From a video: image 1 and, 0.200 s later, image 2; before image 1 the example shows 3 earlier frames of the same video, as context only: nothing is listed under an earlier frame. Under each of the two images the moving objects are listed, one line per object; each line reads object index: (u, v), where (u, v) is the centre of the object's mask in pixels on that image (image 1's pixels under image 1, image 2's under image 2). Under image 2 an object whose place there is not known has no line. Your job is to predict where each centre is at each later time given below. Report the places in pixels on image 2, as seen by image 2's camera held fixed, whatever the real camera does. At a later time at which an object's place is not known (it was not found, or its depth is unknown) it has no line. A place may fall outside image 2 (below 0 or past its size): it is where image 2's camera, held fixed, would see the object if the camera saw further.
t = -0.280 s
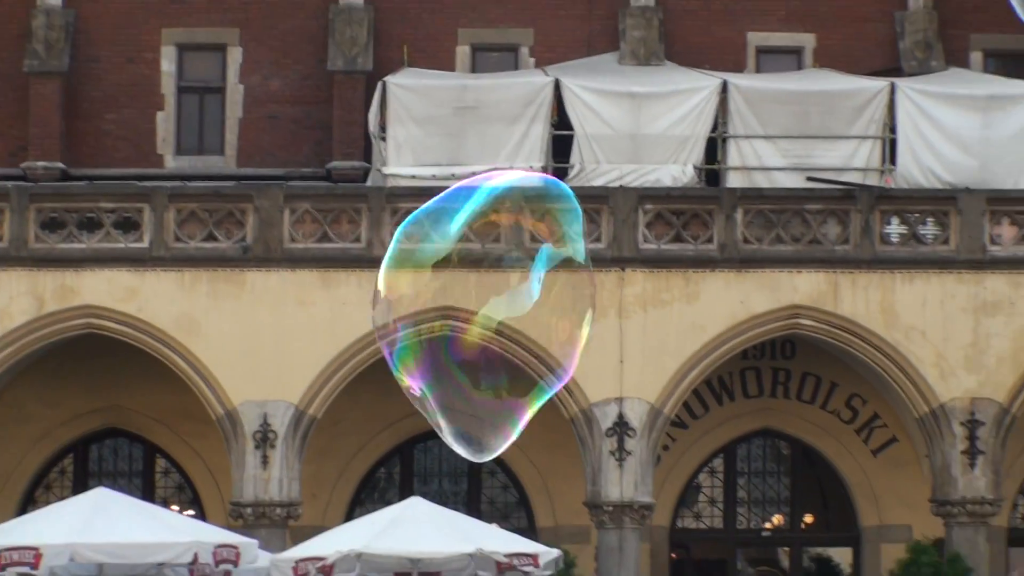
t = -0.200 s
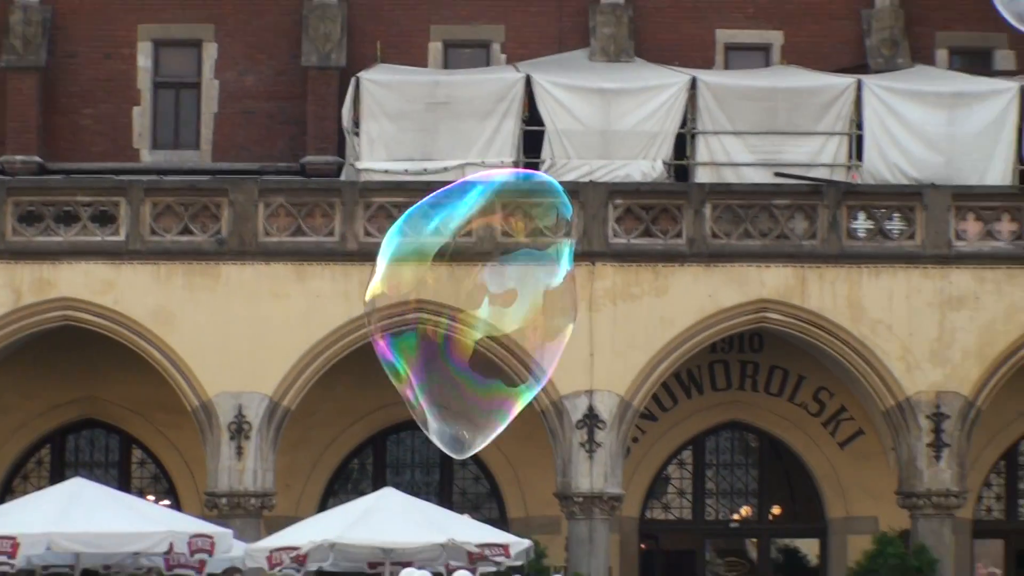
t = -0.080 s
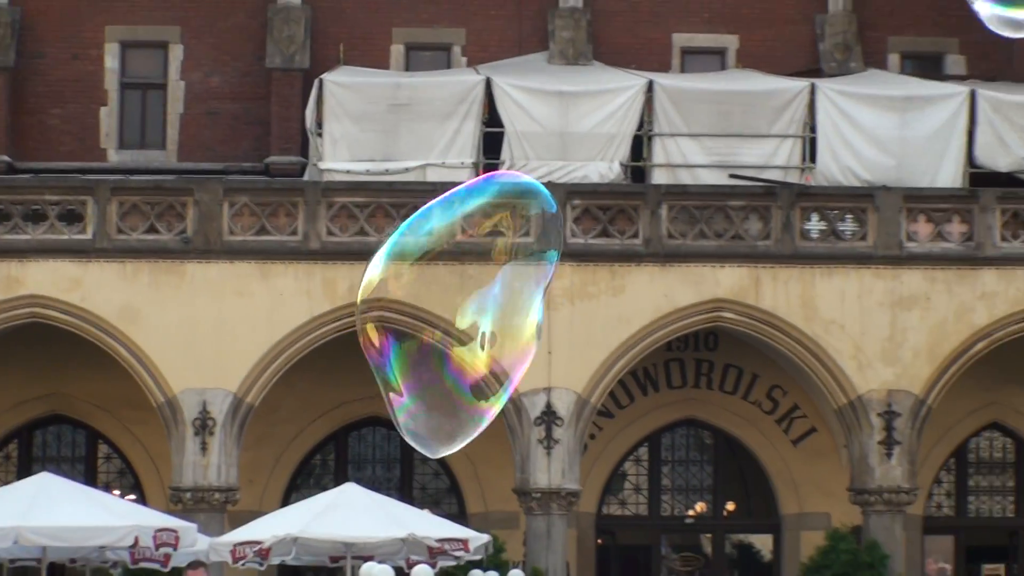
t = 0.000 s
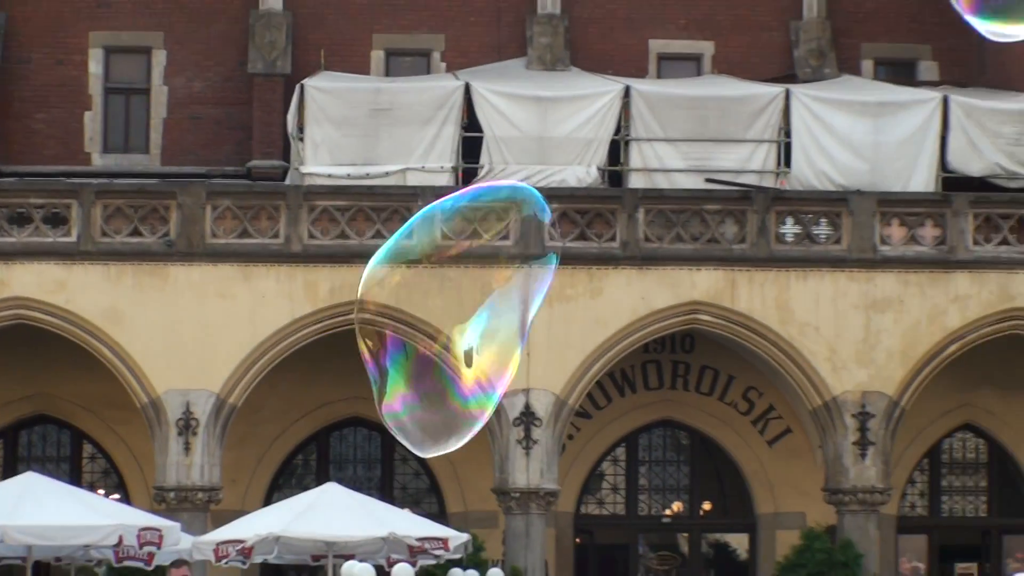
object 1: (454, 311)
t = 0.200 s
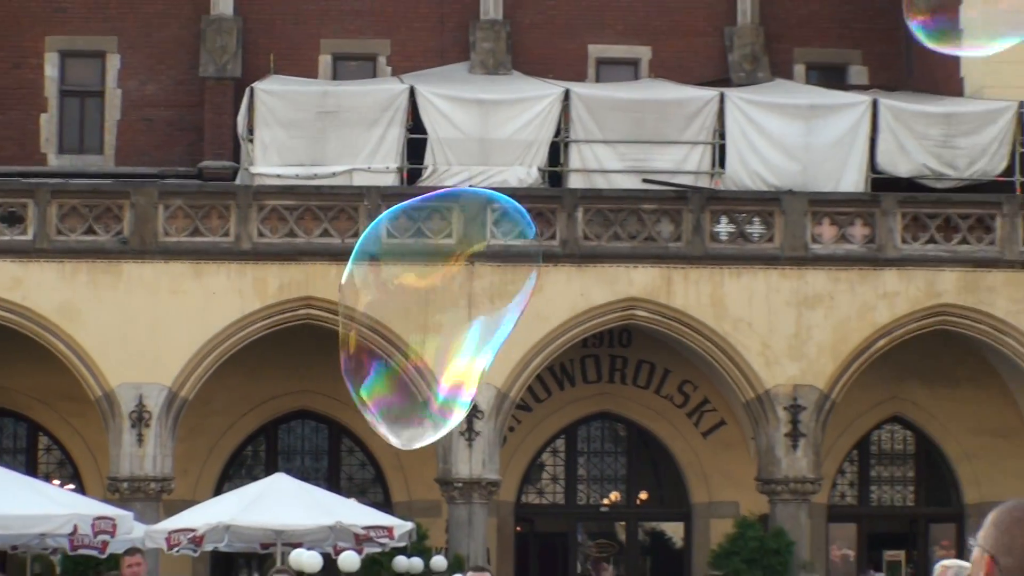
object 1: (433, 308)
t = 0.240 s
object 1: (441, 310)
